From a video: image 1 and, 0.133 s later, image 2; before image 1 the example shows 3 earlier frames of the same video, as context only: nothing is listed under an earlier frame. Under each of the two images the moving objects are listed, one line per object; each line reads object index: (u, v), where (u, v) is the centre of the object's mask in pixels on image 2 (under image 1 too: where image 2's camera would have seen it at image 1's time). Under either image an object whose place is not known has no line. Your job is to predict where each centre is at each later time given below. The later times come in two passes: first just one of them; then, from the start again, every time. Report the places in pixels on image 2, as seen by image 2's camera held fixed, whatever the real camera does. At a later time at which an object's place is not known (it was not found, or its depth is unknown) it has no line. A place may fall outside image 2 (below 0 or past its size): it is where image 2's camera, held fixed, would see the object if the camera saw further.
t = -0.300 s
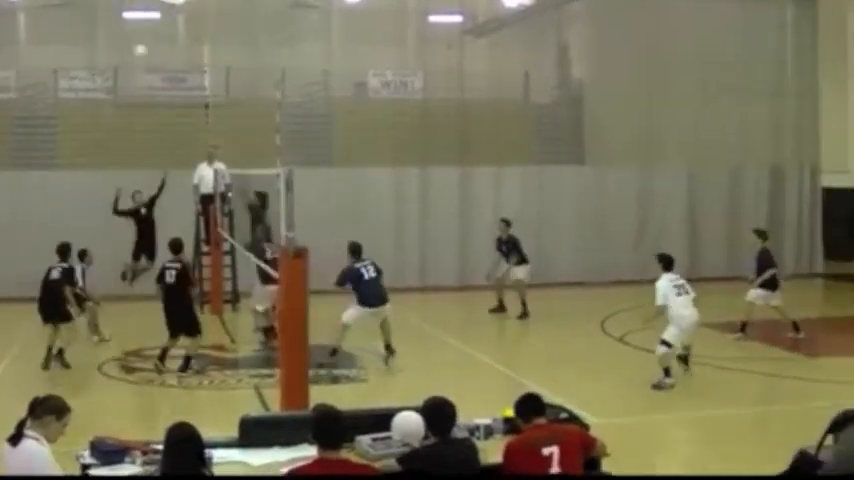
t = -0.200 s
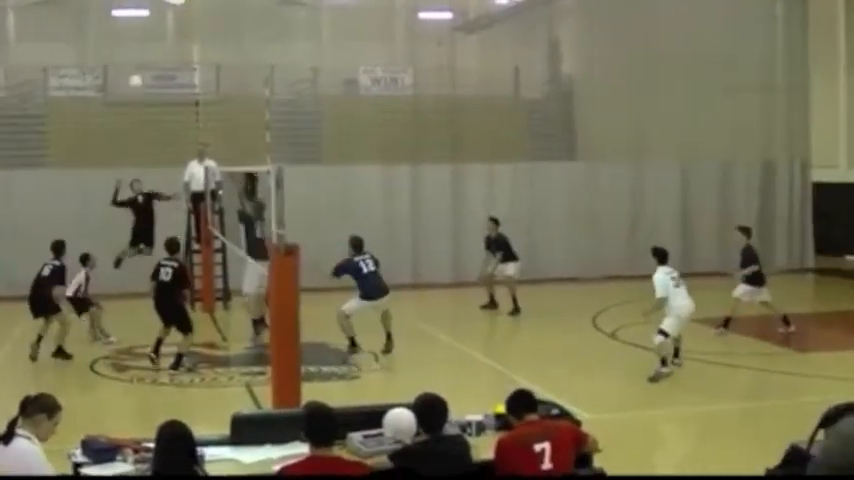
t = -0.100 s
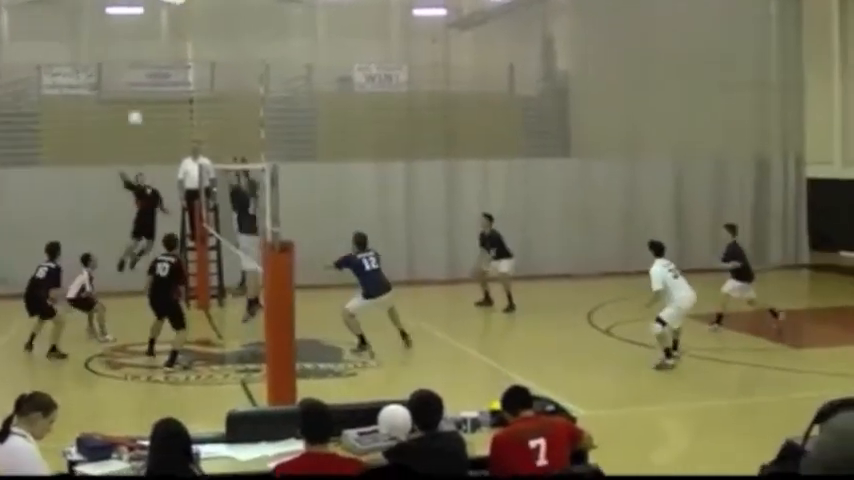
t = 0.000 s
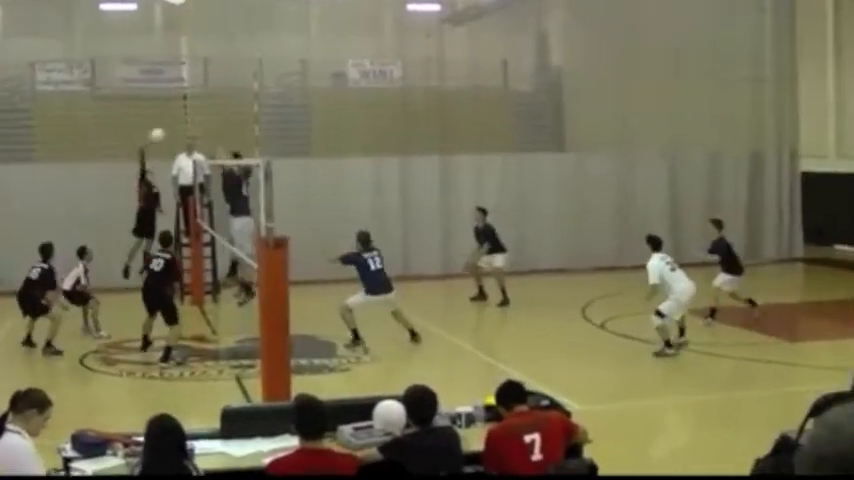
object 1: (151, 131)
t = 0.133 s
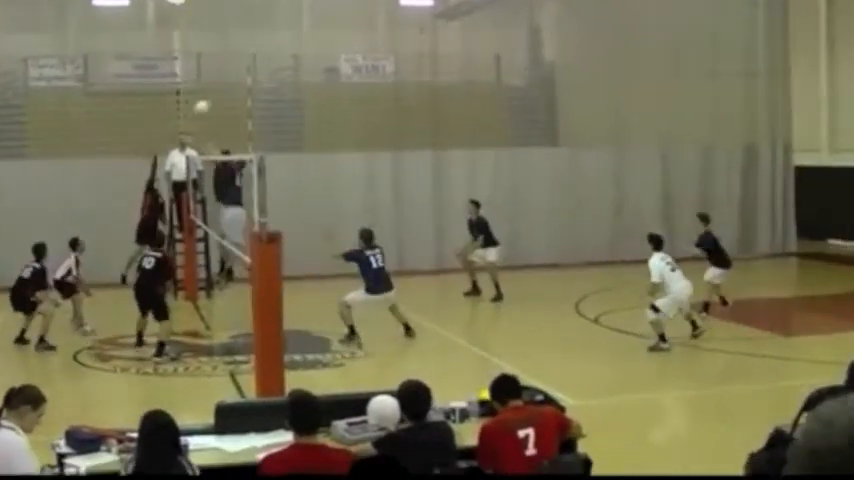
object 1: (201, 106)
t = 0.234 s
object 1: (229, 91)
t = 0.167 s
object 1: (210, 100)
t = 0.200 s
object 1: (219, 95)
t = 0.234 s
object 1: (229, 91)
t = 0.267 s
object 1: (237, 87)
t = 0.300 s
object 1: (247, 83)
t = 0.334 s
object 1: (255, 81)
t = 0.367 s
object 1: (264, 78)
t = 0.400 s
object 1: (273, 78)
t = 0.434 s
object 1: (282, 79)
